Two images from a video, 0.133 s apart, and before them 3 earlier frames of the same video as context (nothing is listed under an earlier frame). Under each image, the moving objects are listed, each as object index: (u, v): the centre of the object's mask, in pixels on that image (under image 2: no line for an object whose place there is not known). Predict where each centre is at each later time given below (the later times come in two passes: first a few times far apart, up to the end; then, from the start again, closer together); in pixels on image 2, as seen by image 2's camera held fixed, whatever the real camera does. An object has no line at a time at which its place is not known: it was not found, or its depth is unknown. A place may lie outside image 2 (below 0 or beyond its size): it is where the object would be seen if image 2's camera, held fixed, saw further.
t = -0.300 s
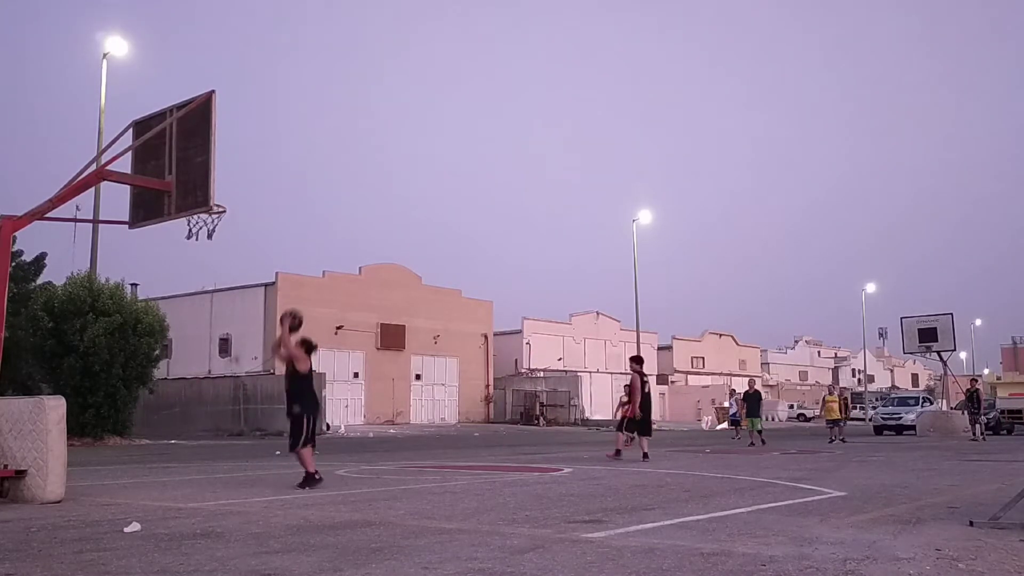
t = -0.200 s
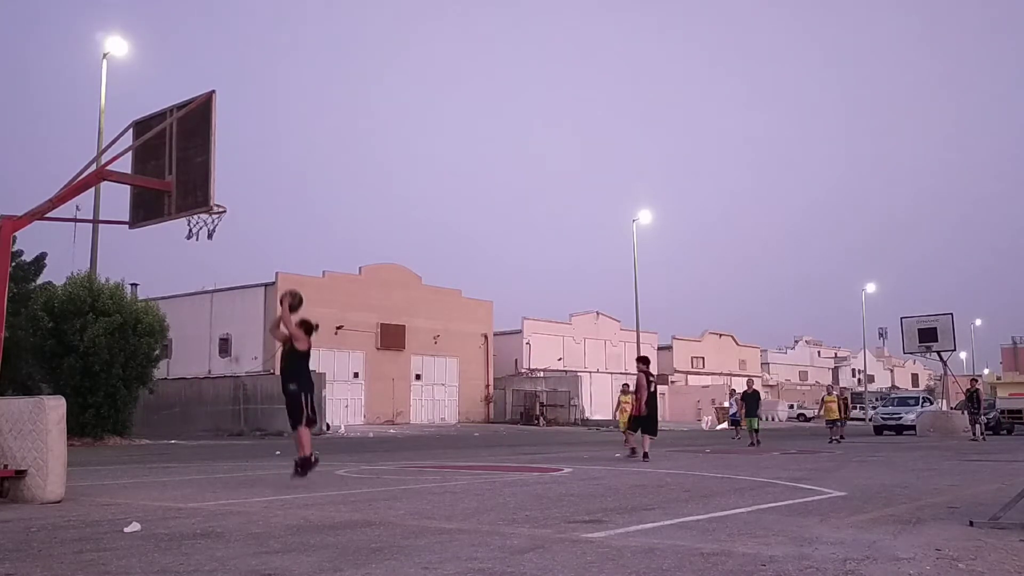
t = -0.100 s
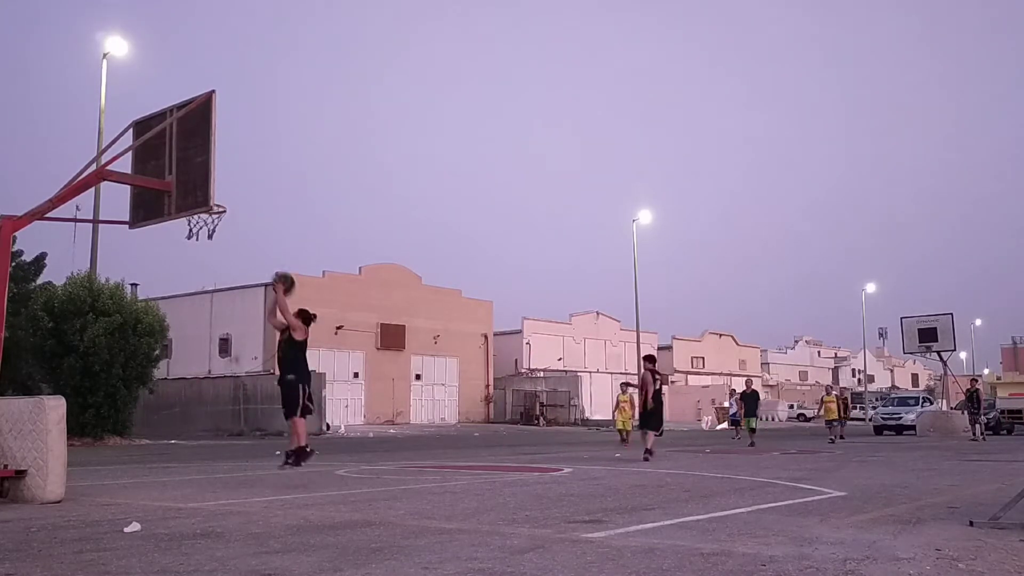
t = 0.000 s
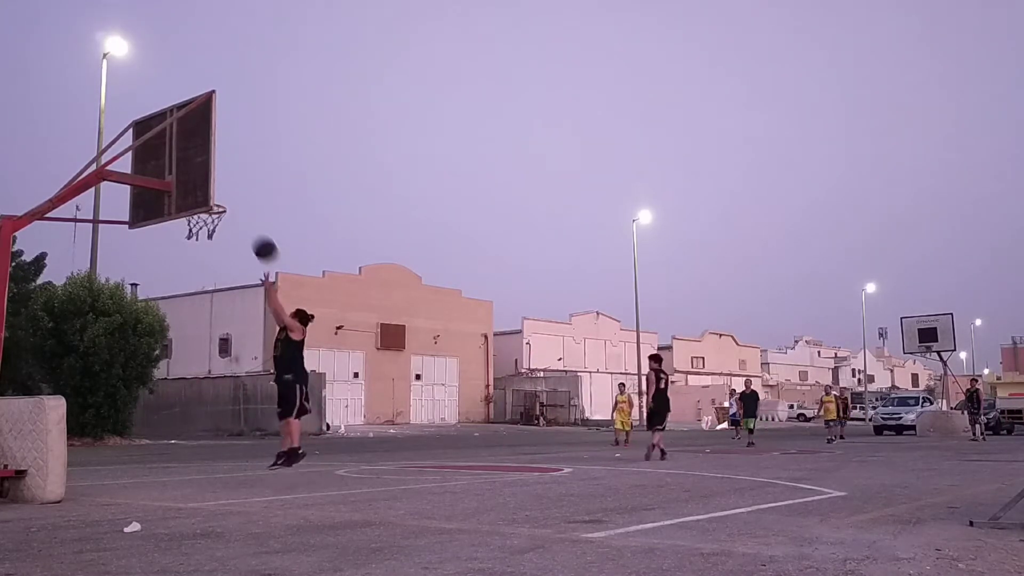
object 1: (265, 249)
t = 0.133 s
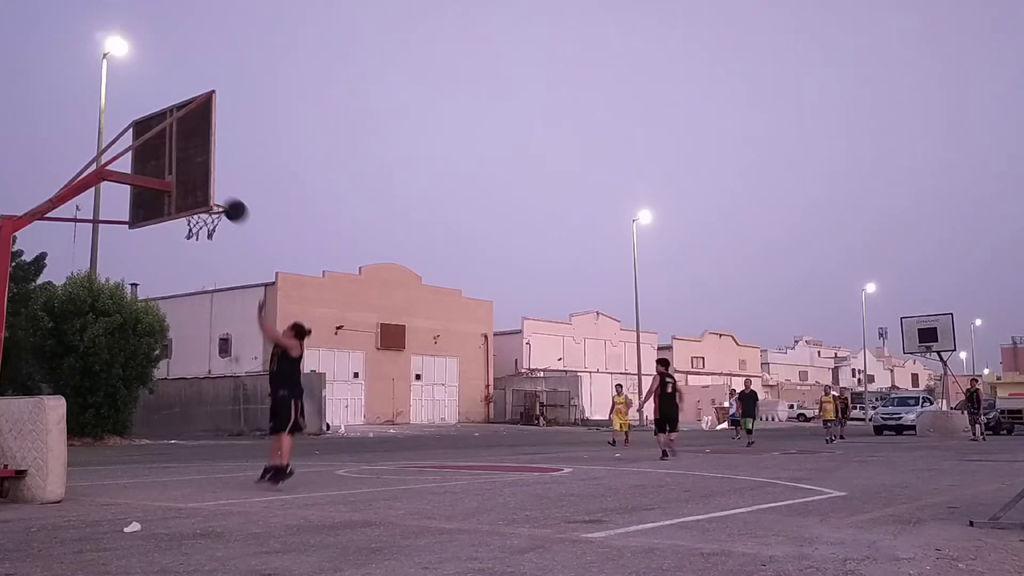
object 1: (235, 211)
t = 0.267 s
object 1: (216, 188)
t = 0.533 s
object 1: (219, 193)
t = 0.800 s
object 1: (216, 209)
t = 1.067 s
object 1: (197, 252)
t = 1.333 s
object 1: (181, 356)
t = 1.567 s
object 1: (164, 458)
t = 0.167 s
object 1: (228, 203)
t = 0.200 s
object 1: (223, 197)
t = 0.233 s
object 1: (219, 192)
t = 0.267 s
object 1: (216, 188)
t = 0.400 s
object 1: (215, 191)
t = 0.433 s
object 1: (216, 191)
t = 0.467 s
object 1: (217, 191)
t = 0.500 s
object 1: (218, 191)
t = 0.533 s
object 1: (219, 193)
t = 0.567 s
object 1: (220, 195)
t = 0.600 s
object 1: (220, 196)
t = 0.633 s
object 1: (220, 197)
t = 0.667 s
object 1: (220, 198)
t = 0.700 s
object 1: (221, 199)
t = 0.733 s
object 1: (219, 205)
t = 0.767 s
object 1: (217, 207)
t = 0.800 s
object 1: (216, 209)
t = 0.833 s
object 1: (213, 213)
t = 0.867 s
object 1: (209, 217)
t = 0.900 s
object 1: (206, 220)
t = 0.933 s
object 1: (204, 225)
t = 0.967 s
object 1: (202, 230)
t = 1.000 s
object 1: (200, 236)
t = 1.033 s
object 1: (198, 244)
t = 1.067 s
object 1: (197, 252)
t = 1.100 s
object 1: (195, 261)
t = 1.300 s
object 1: (182, 340)
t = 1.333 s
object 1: (181, 356)
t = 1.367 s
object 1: (178, 373)
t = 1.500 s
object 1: (168, 458)
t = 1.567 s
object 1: (164, 458)
